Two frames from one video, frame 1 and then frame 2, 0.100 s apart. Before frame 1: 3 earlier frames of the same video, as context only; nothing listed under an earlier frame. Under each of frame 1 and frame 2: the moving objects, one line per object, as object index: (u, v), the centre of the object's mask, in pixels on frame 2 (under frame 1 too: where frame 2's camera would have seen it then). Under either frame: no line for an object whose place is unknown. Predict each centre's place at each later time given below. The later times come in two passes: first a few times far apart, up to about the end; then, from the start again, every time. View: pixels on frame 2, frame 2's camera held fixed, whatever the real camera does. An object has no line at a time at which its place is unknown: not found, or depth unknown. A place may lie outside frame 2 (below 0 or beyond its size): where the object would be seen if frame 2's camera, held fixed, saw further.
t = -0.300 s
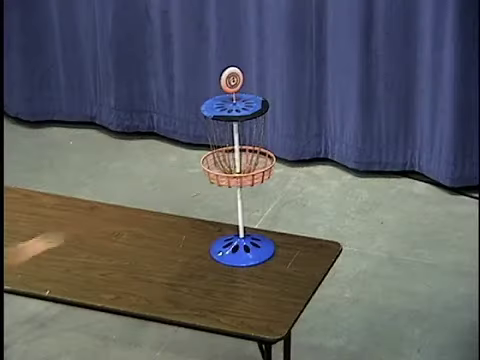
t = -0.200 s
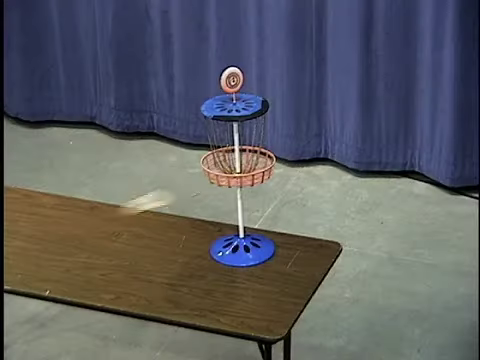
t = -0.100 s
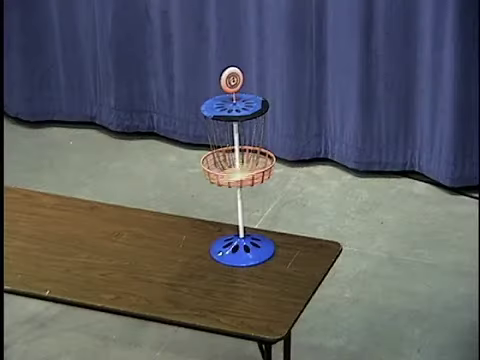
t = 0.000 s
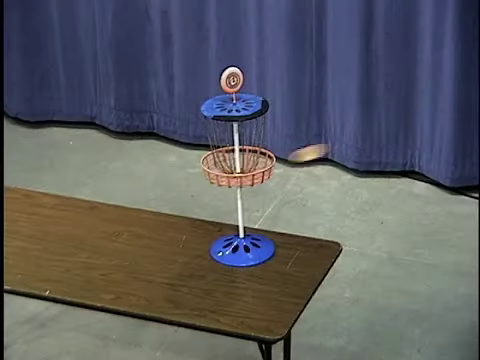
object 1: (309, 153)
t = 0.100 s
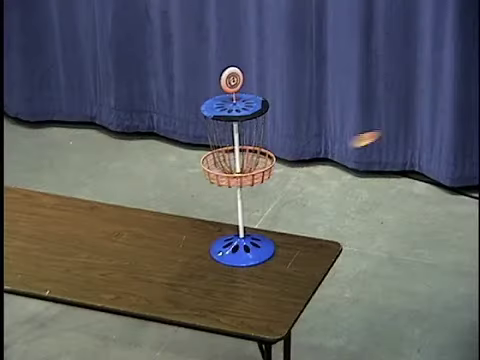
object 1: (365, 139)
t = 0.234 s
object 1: (416, 128)
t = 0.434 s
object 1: (448, 129)
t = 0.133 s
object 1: (380, 136)
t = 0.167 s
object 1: (393, 132)
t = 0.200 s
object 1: (405, 130)
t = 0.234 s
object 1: (416, 128)
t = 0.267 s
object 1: (424, 127)
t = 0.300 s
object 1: (432, 126)
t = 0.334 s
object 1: (439, 125)
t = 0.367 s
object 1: (443, 126)
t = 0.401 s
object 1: (446, 127)
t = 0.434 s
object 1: (448, 129)
